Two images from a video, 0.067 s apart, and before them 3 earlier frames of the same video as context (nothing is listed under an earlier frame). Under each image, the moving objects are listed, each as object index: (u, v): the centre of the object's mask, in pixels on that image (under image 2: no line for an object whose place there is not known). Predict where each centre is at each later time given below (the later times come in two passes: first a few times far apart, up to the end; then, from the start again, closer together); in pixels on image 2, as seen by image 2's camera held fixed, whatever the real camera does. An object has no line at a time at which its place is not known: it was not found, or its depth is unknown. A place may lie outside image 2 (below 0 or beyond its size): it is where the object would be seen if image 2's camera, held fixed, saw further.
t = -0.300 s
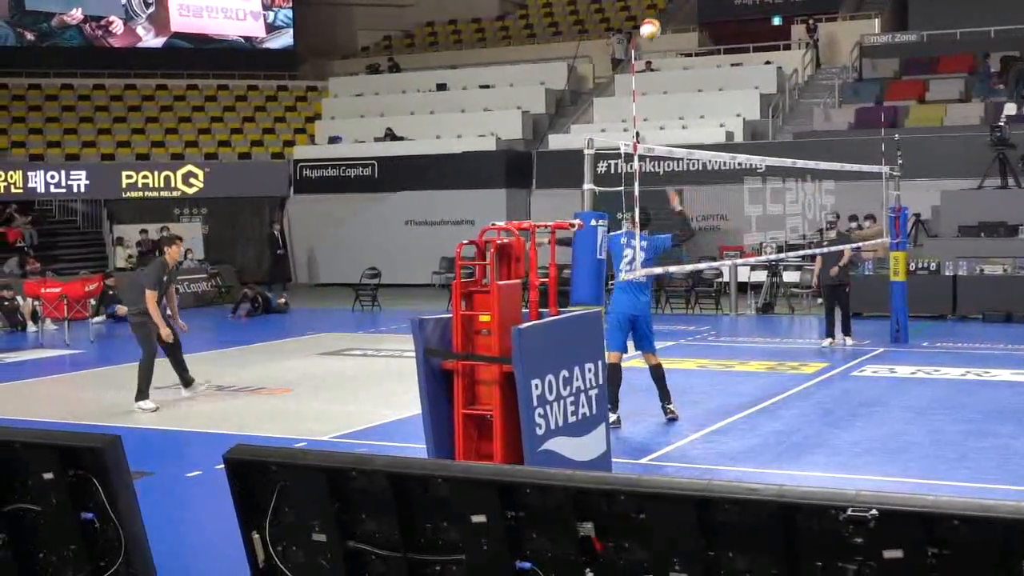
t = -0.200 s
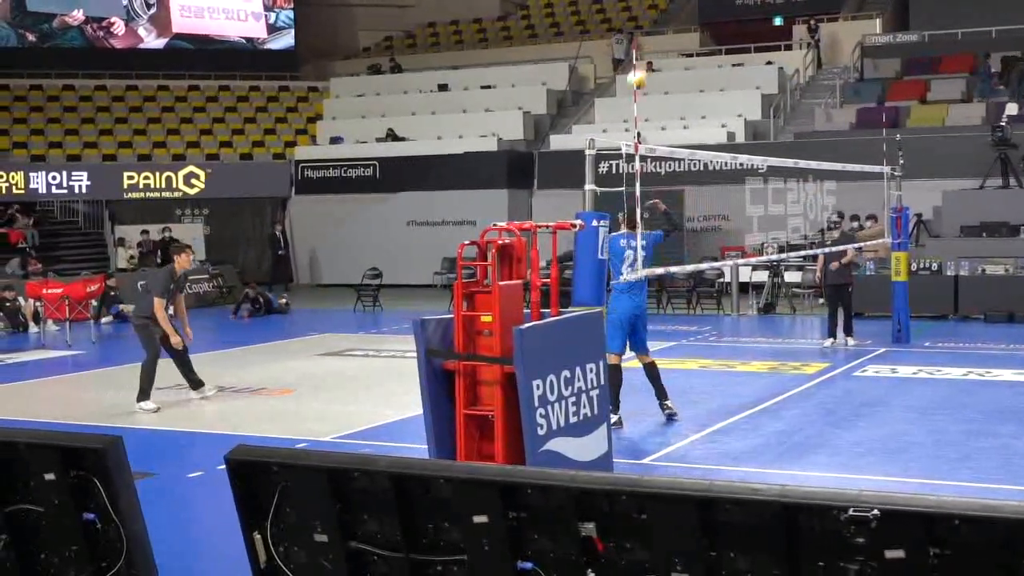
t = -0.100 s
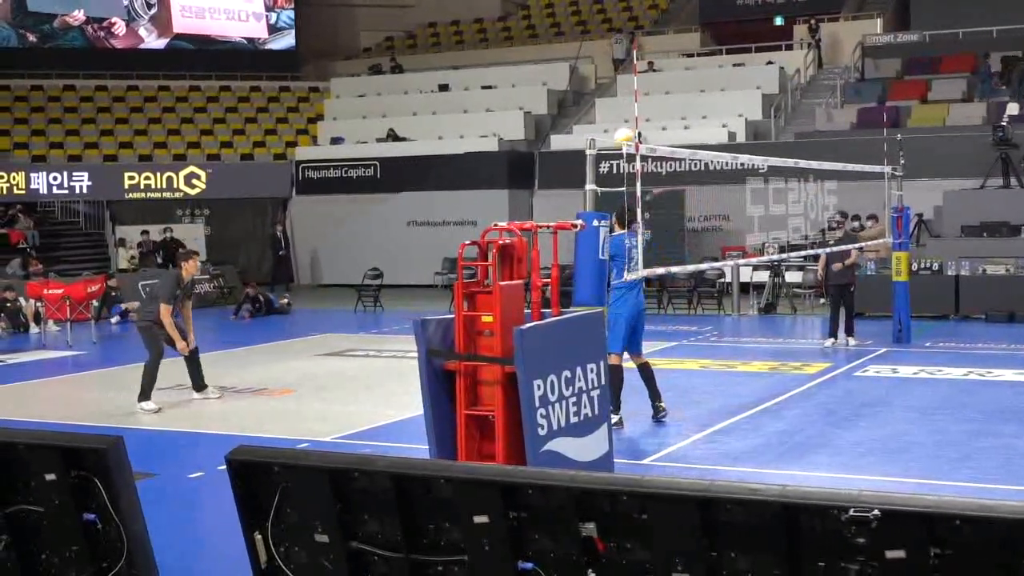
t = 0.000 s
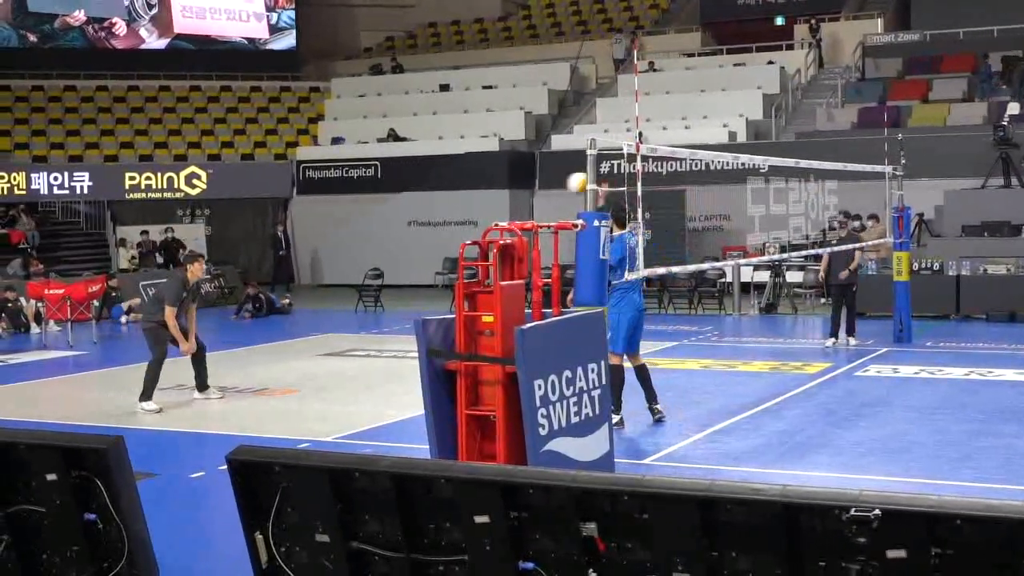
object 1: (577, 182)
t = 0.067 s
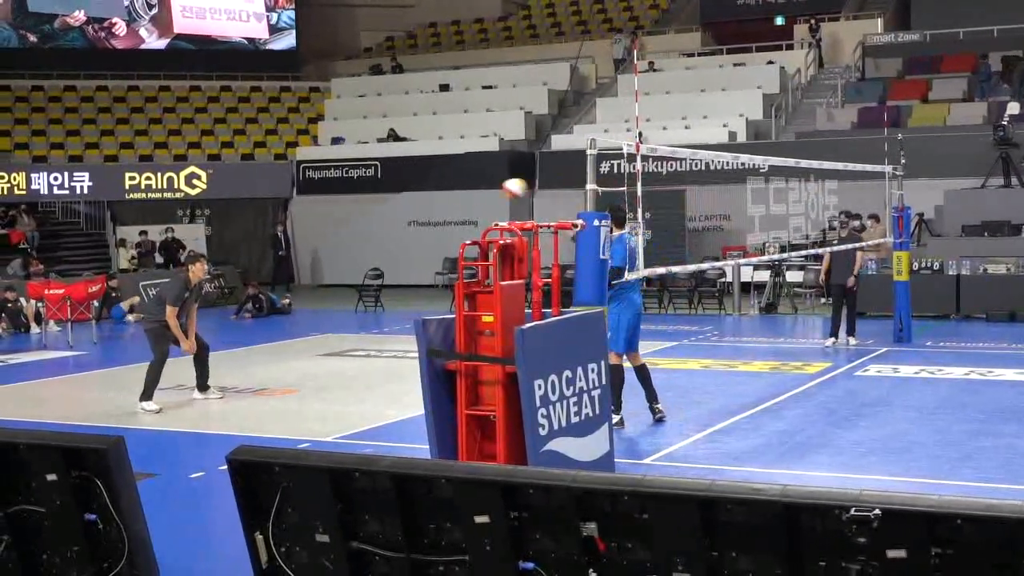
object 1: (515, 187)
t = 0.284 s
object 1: (321, 235)
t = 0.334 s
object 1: (281, 252)
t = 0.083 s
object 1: (499, 190)
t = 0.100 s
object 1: (483, 193)
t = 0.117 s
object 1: (468, 195)
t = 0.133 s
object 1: (452, 198)
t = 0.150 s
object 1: (437, 201)
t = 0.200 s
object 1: (393, 211)
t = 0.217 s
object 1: (378, 216)
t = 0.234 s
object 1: (364, 221)
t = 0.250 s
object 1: (349, 226)
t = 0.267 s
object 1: (335, 230)
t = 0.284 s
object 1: (321, 235)
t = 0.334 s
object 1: (281, 252)
